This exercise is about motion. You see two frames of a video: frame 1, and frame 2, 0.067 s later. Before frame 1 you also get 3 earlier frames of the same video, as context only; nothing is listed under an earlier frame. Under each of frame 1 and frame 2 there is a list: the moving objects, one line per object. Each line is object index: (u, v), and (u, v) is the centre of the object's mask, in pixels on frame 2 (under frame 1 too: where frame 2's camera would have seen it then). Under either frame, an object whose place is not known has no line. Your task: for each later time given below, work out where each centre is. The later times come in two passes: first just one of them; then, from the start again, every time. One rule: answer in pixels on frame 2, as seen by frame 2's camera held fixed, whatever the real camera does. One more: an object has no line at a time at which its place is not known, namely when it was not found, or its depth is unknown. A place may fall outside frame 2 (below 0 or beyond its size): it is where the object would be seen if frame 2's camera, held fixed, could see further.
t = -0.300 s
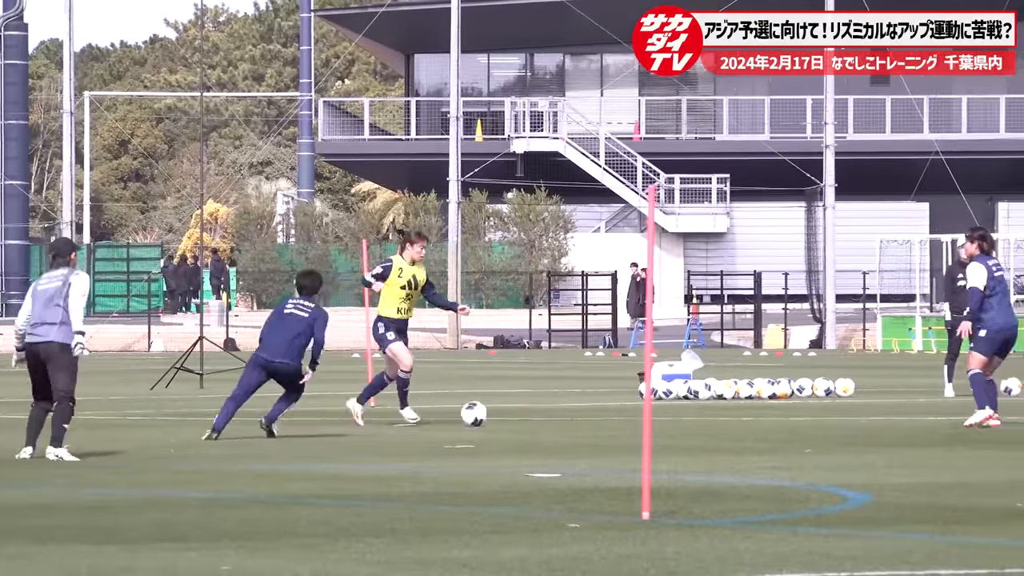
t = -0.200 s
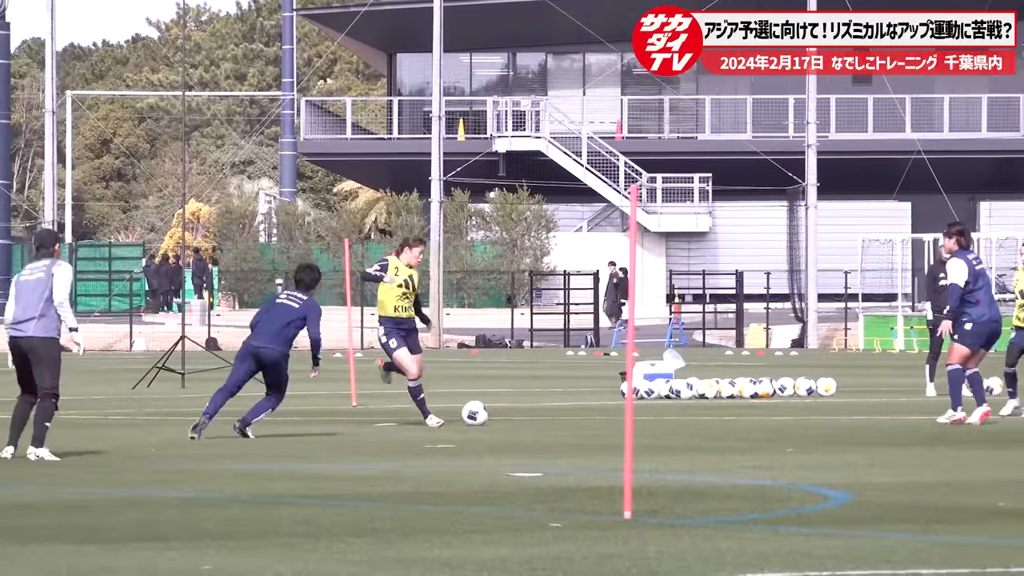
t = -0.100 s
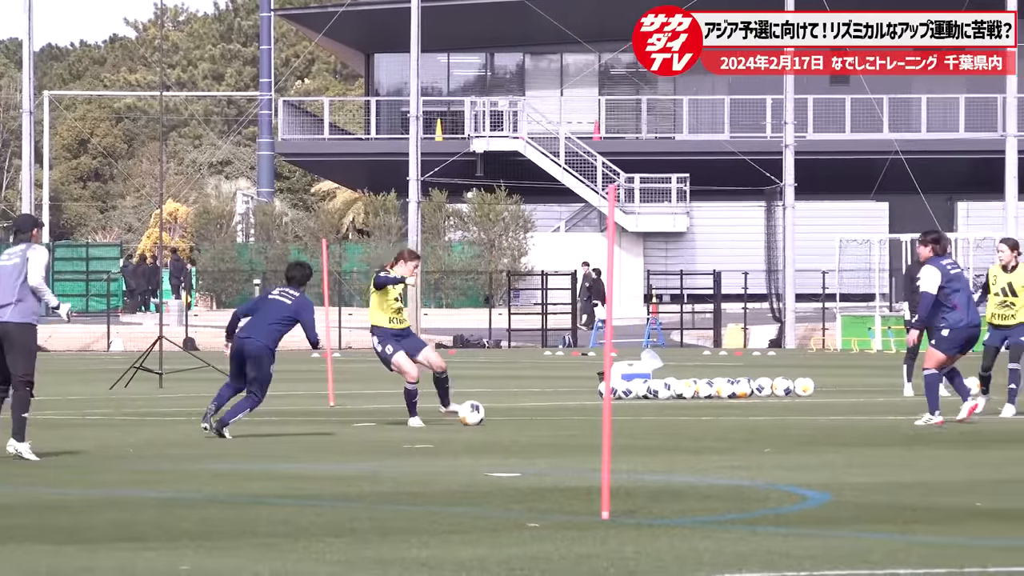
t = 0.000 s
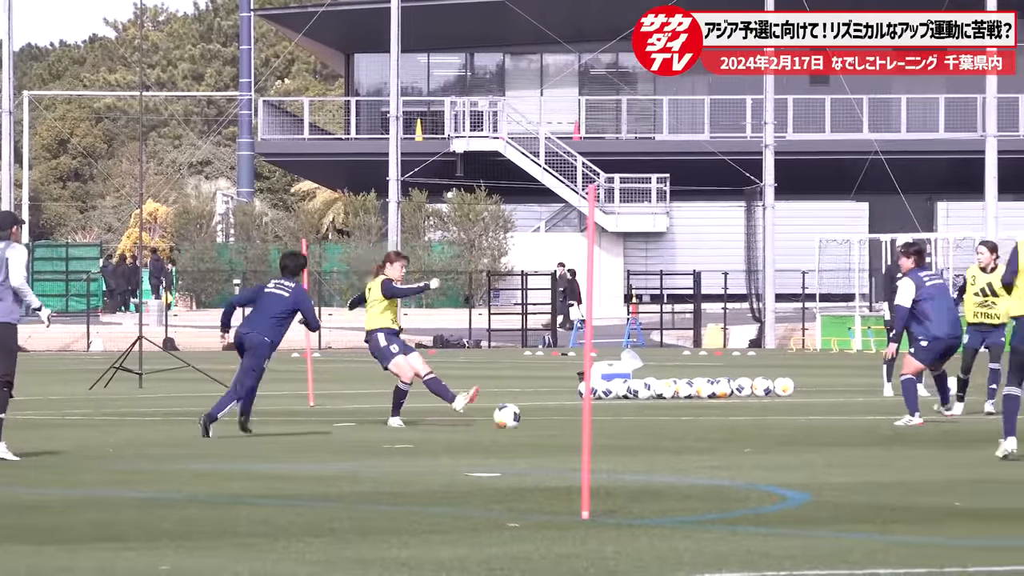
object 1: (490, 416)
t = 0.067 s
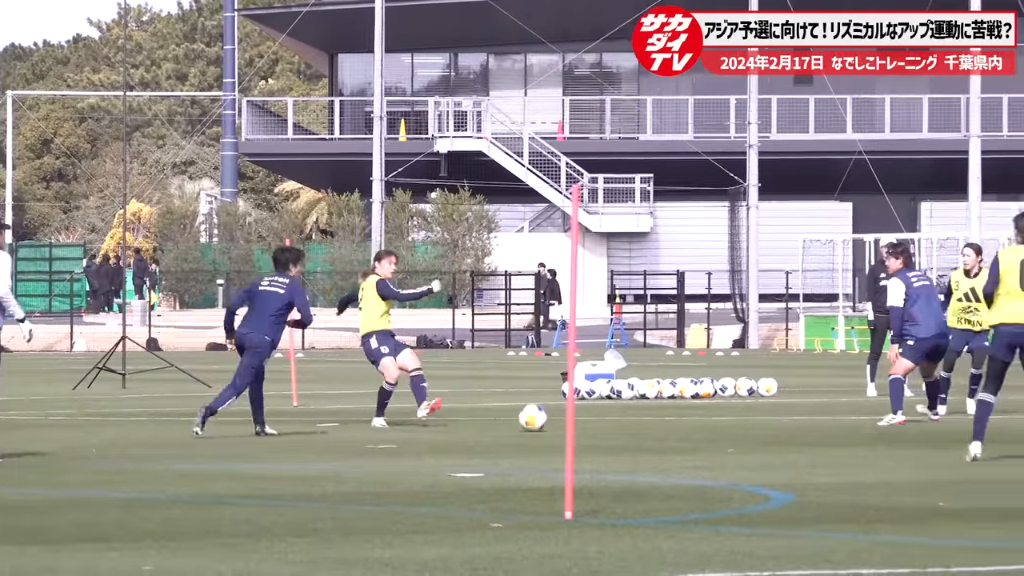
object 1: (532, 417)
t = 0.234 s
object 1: (632, 422)
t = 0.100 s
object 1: (553, 419)
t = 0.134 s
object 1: (575, 421)
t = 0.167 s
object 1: (593, 421)
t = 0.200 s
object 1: (612, 421)
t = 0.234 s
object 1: (632, 422)
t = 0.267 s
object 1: (651, 424)
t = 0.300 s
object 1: (668, 422)
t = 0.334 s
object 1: (685, 420)
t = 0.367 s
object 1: (703, 420)
